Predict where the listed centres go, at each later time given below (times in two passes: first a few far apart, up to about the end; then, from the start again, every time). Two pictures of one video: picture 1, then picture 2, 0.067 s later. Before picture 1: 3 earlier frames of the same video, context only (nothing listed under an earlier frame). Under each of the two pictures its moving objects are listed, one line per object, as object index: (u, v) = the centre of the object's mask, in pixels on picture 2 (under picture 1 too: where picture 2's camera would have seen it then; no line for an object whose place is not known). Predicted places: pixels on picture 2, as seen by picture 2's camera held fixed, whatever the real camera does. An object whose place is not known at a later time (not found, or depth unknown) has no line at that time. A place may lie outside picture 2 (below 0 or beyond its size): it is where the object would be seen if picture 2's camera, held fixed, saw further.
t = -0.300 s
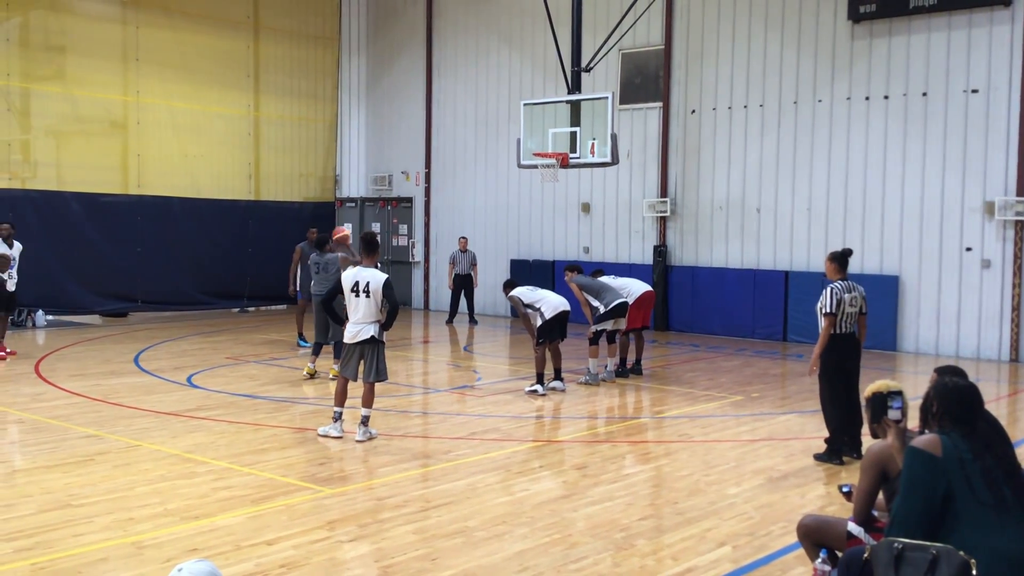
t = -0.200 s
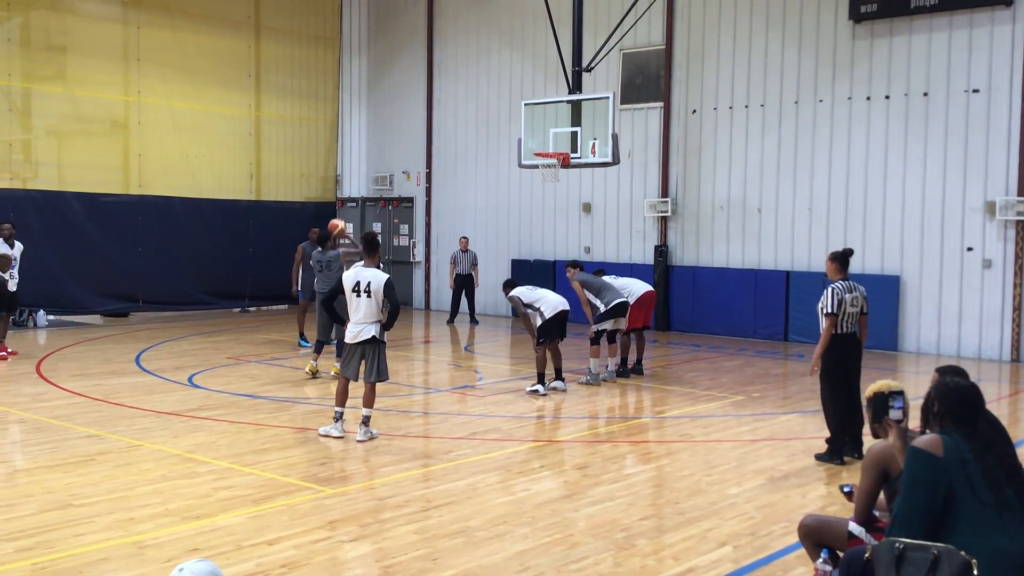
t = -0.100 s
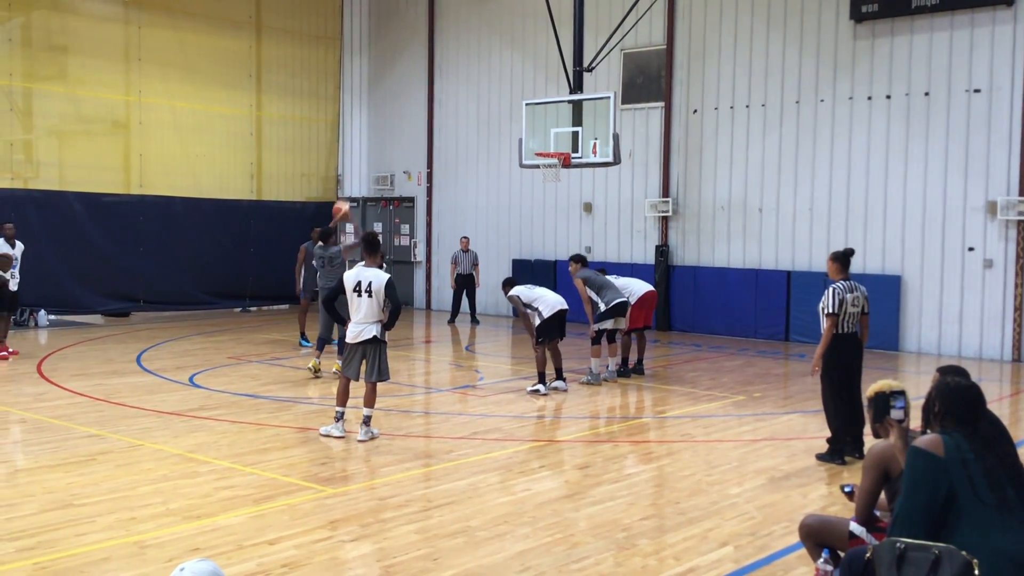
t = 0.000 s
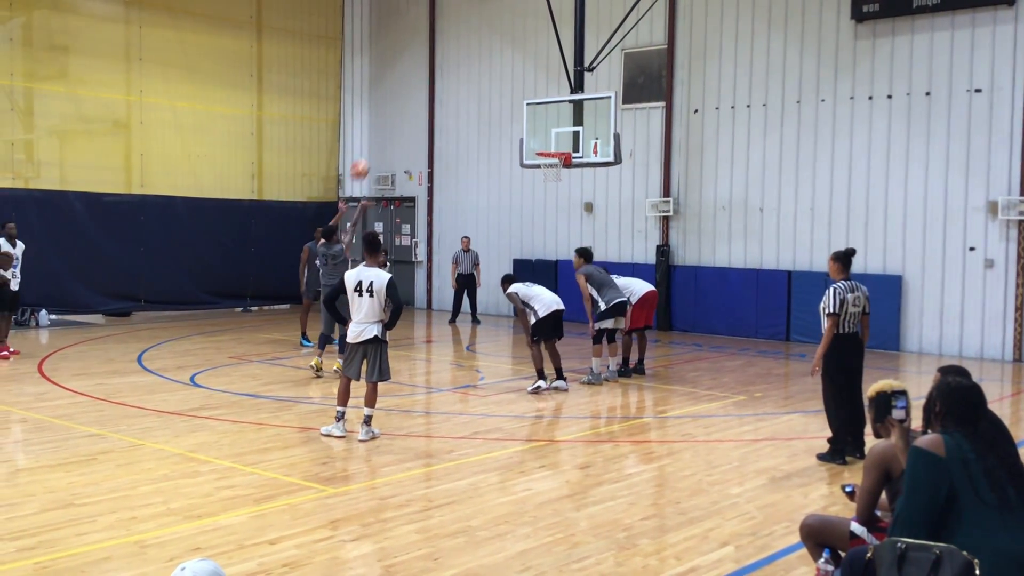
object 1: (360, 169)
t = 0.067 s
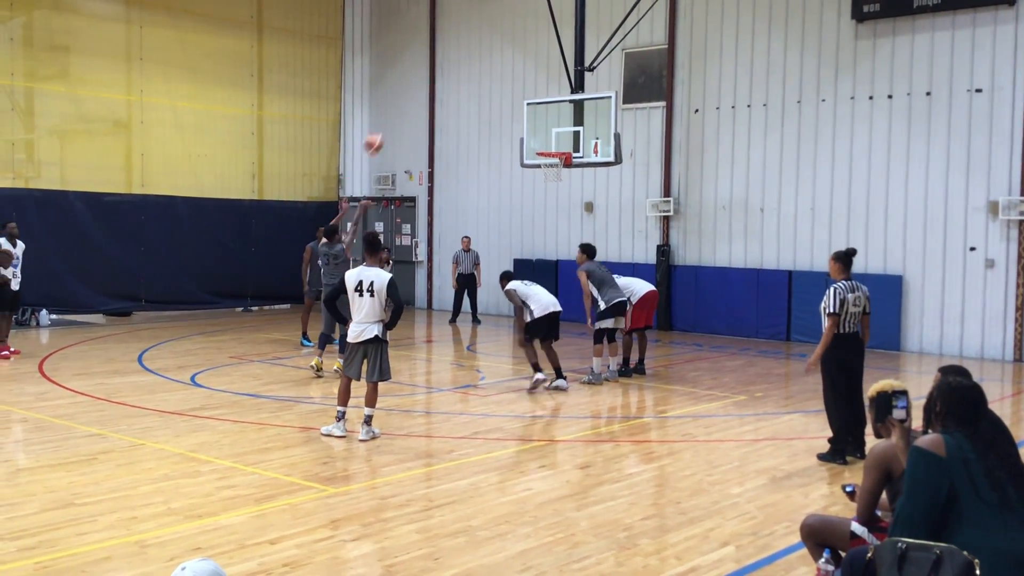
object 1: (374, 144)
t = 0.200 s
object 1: (400, 102)
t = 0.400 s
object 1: (437, 67)
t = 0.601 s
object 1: (471, 62)
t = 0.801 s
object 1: (502, 84)
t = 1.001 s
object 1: (531, 130)
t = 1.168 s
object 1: (551, 141)
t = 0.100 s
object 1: (381, 132)
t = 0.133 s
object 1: (387, 121)
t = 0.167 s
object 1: (394, 111)
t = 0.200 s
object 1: (400, 102)
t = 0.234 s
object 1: (407, 94)
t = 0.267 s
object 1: (413, 87)
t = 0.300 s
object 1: (419, 81)
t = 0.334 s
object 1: (425, 76)
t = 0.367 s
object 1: (431, 71)
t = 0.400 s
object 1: (437, 67)
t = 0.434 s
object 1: (442, 65)
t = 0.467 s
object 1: (449, 63)
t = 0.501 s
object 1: (454, 61)
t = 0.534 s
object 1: (460, 61)
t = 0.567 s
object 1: (466, 61)
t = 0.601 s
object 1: (471, 62)
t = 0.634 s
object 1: (477, 64)
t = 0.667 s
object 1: (482, 67)
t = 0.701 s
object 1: (487, 70)
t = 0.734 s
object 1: (492, 73)
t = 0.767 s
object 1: (497, 78)
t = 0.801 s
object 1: (502, 84)
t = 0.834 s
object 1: (507, 90)
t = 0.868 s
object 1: (512, 96)
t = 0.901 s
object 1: (517, 104)
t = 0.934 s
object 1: (522, 112)
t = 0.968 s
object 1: (526, 121)
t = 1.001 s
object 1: (531, 130)
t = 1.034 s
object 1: (535, 140)
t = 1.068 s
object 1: (539, 146)
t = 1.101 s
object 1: (543, 144)
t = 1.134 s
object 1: (547, 142)
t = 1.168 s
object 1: (551, 141)
